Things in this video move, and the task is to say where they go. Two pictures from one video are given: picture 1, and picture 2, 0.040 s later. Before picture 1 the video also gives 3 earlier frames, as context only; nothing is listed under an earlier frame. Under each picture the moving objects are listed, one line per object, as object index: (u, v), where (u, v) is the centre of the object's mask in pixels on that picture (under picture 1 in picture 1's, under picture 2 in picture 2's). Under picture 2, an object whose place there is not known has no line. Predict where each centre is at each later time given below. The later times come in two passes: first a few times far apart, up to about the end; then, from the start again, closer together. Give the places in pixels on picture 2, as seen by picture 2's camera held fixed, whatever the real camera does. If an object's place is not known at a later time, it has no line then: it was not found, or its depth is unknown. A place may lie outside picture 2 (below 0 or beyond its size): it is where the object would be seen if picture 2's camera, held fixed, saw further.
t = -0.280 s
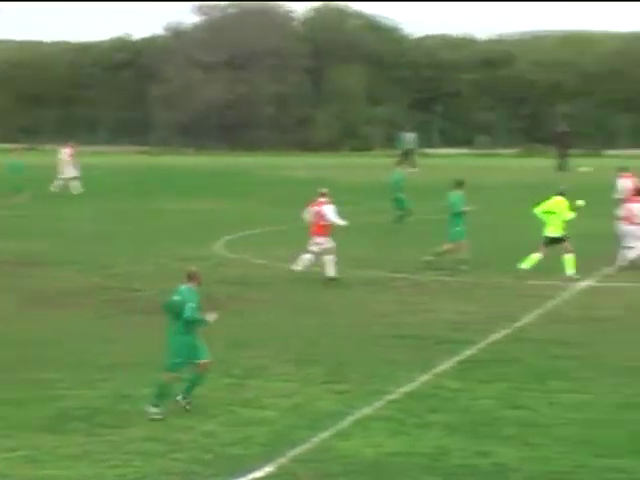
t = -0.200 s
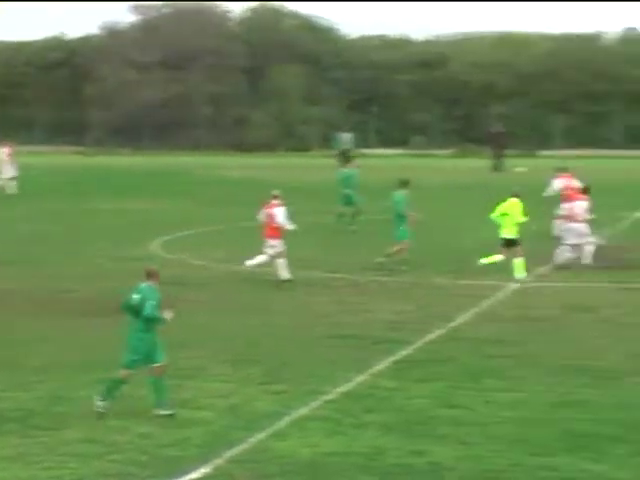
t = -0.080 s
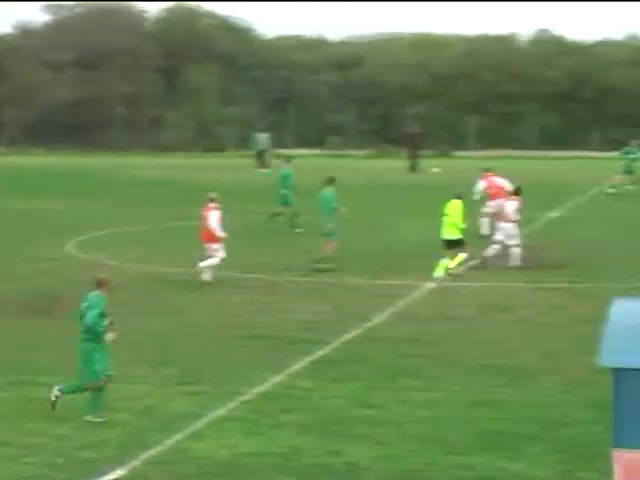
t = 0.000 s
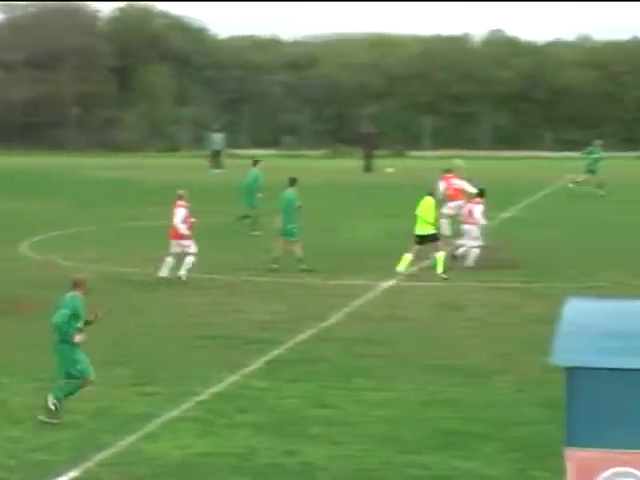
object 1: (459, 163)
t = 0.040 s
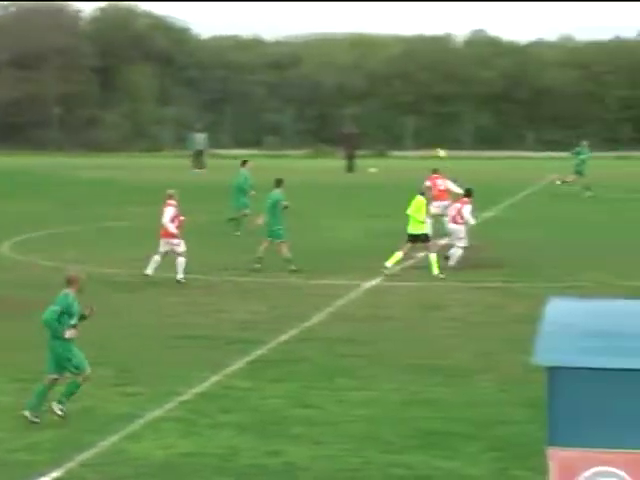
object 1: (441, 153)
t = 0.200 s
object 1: (440, 123)
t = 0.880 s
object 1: (440, 119)
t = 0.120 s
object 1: (441, 137)
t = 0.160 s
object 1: (440, 129)
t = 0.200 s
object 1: (440, 123)
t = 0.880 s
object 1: (440, 119)
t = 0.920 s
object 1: (440, 124)
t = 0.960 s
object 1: (440, 130)
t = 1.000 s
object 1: (439, 137)
